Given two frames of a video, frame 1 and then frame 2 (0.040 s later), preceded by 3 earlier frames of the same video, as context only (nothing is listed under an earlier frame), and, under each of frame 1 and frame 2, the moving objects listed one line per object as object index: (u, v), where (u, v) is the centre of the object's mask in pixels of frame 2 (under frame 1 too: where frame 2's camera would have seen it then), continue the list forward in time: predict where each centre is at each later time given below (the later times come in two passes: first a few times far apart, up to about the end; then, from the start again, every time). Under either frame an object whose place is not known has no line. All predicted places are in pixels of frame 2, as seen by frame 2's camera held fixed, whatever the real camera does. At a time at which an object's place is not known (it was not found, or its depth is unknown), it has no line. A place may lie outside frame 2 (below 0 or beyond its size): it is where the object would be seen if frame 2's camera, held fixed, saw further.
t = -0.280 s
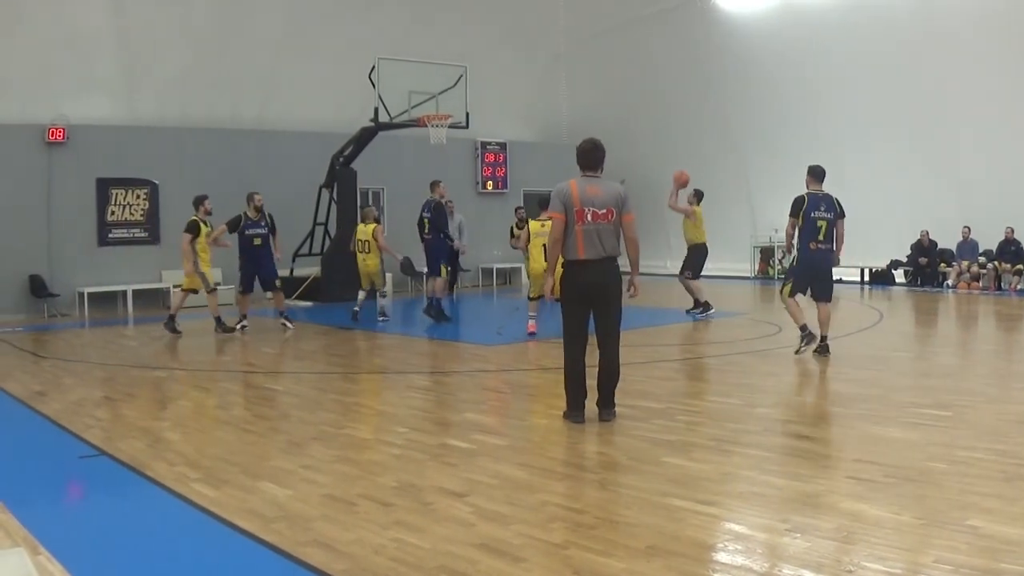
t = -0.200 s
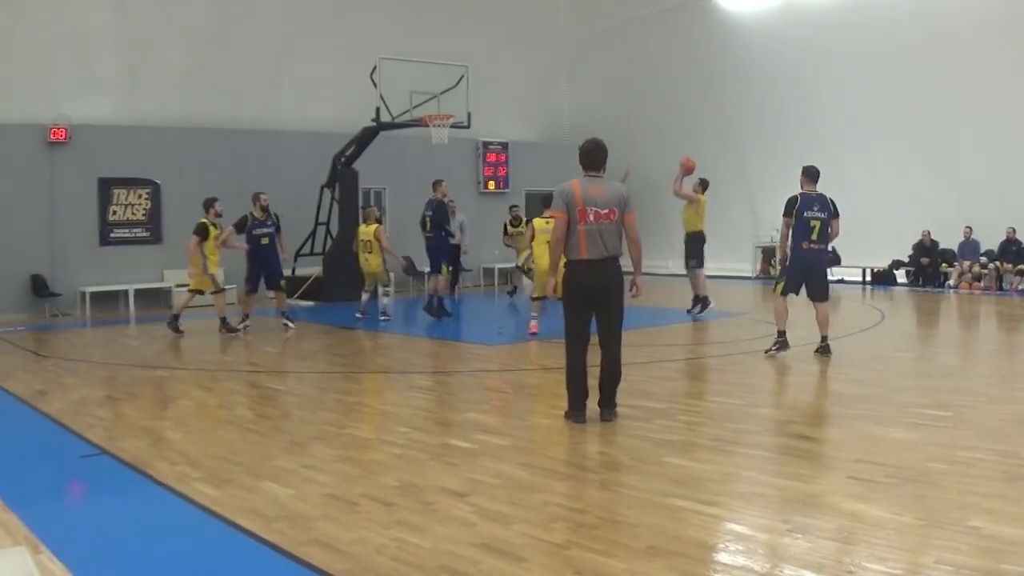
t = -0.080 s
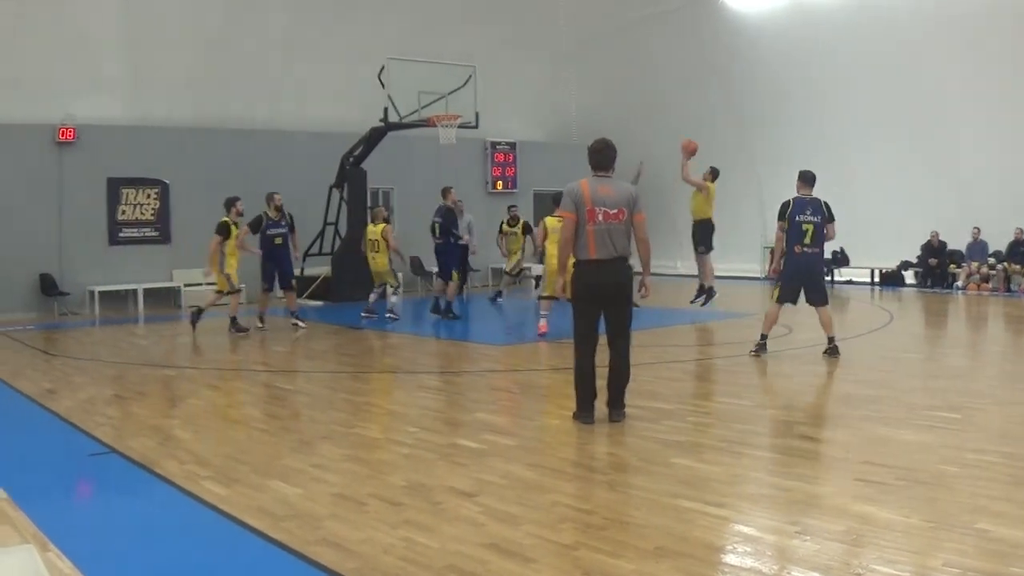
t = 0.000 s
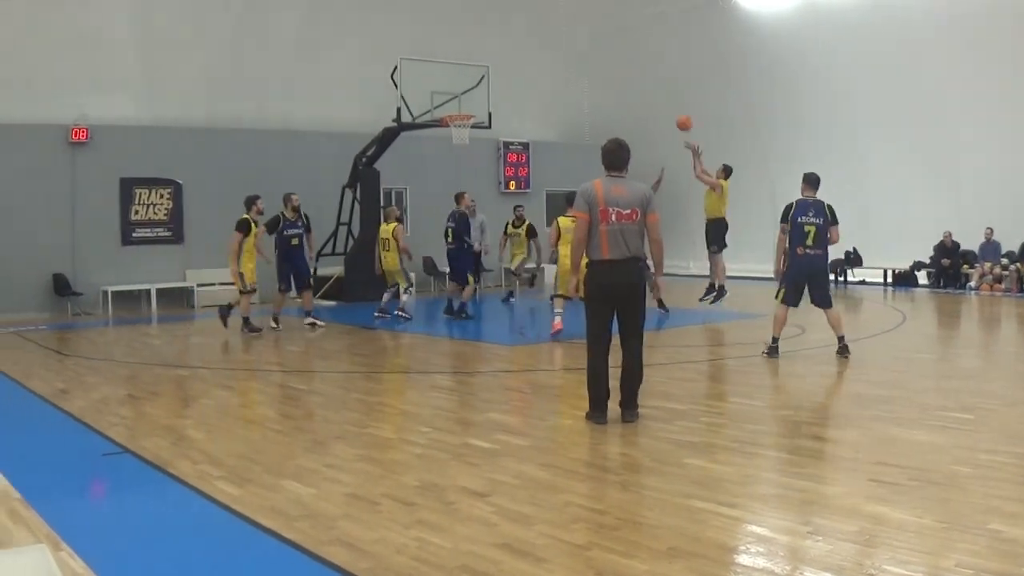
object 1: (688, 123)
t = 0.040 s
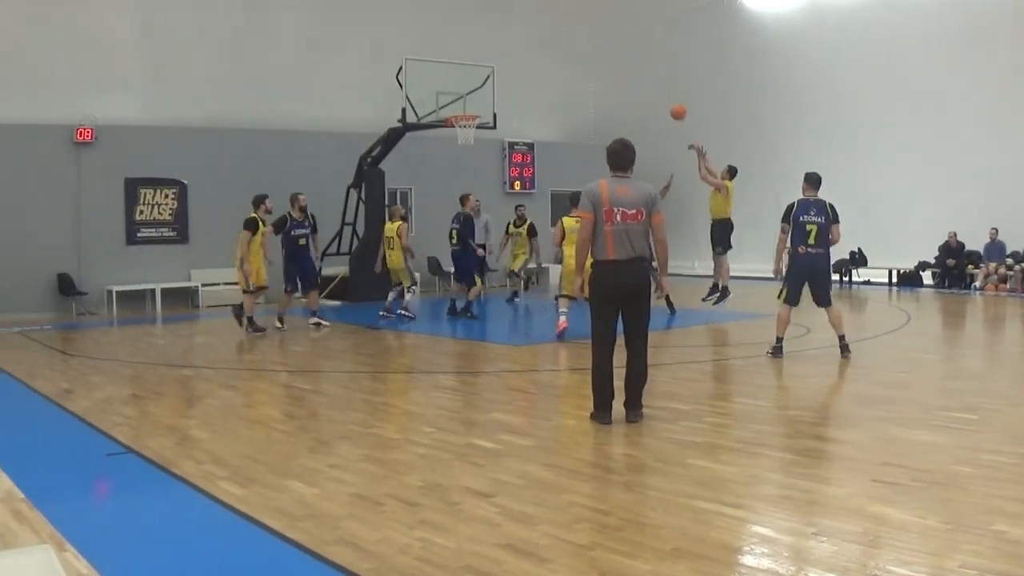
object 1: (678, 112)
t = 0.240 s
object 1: (627, 70)
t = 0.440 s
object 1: (578, 56)
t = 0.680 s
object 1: (522, 71)
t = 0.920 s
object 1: (469, 122)
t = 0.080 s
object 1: (667, 101)
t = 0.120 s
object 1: (657, 92)
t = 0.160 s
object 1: (647, 83)
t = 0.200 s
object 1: (637, 76)
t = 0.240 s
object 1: (627, 70)
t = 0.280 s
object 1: (617, 65)
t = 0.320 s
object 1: (607, 60)
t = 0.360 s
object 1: (598, 58)
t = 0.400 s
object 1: (588, 57)
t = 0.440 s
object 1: (578, 56)
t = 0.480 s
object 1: (569, 56)
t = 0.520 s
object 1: (559, 57)
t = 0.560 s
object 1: (550, 59)
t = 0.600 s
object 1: (541, 63)
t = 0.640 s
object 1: (531, 67)
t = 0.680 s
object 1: (522, 71)
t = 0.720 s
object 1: (513, 78)
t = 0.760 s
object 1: (505, 85)
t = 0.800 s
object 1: (495, 94)
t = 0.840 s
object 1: (487, 102)
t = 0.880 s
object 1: (479, 111)
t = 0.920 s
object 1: (469, 122)
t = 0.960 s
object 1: (464, 128)
